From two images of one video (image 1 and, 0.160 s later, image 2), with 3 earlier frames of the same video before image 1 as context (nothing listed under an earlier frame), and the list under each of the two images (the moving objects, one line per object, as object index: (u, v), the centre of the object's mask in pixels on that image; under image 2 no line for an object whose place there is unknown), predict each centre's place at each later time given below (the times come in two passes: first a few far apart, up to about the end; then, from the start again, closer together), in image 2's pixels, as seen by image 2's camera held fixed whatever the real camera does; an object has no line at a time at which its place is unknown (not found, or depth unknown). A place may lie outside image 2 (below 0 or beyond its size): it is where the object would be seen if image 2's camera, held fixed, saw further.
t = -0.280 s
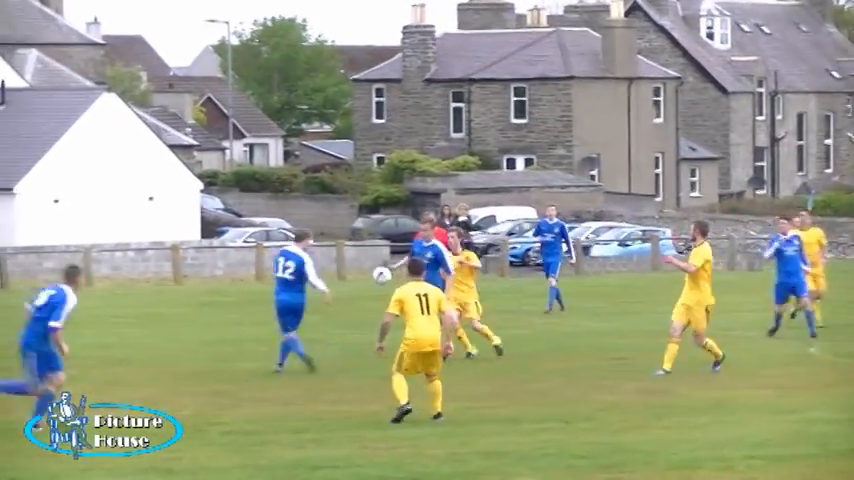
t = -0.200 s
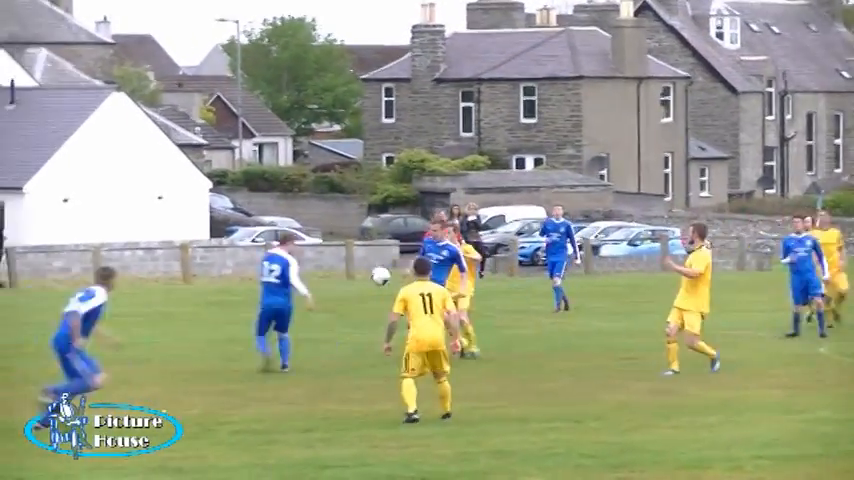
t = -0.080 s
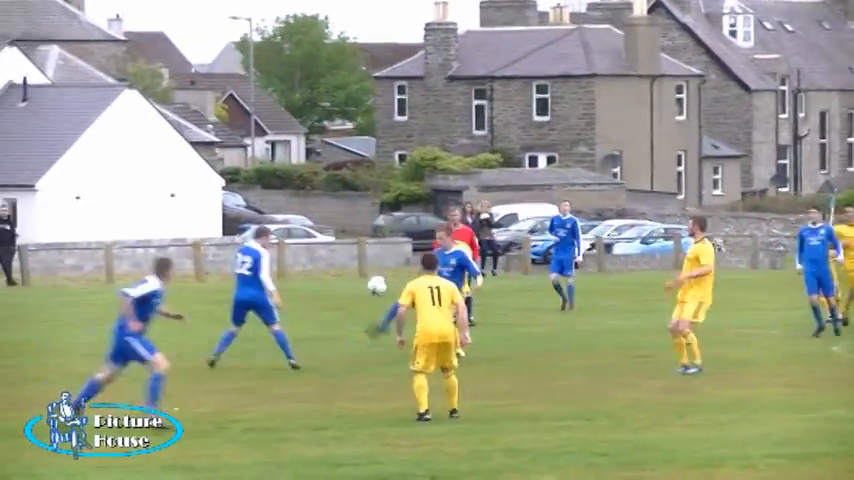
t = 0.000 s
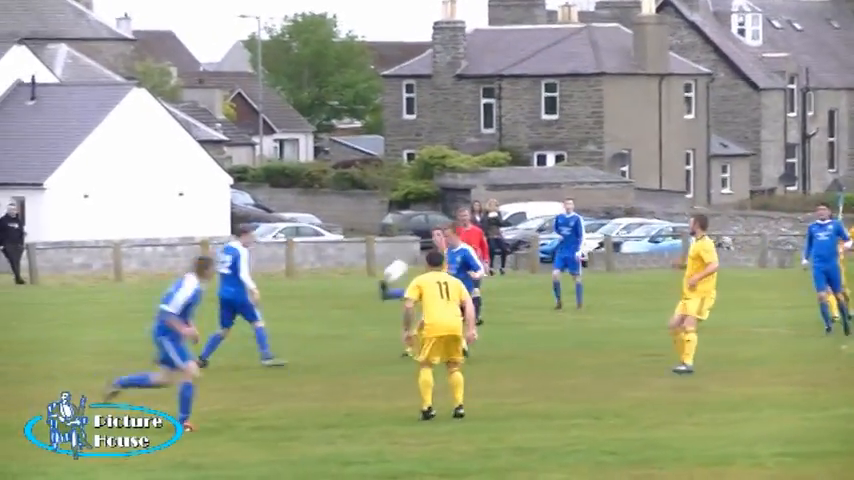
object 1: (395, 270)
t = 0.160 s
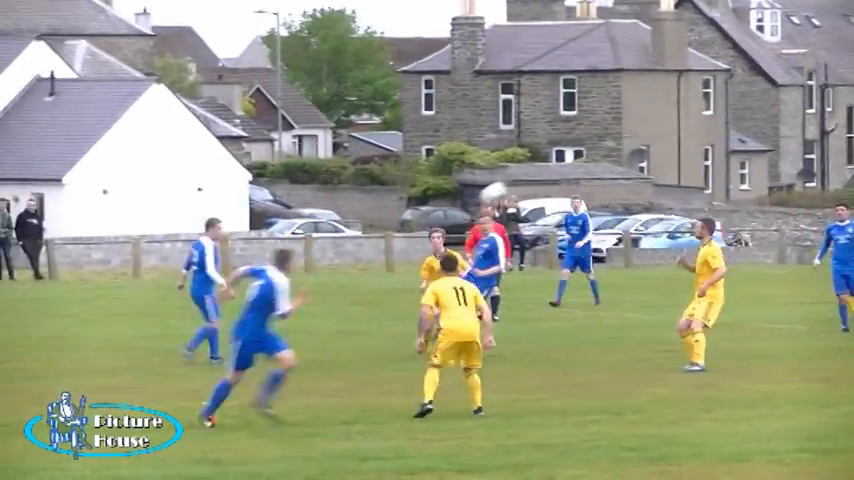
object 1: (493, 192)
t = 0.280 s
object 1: (558, 152)
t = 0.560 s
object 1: (726, 106)
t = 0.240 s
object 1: (535, 161)
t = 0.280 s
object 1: (558, 152)
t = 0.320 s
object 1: (581, 140)
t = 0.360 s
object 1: (603, 131)
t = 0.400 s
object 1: (626, 124)
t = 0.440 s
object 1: (650, 116)
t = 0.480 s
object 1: (675, 112)
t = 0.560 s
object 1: (726, 106)
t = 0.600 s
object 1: (751, 107)
